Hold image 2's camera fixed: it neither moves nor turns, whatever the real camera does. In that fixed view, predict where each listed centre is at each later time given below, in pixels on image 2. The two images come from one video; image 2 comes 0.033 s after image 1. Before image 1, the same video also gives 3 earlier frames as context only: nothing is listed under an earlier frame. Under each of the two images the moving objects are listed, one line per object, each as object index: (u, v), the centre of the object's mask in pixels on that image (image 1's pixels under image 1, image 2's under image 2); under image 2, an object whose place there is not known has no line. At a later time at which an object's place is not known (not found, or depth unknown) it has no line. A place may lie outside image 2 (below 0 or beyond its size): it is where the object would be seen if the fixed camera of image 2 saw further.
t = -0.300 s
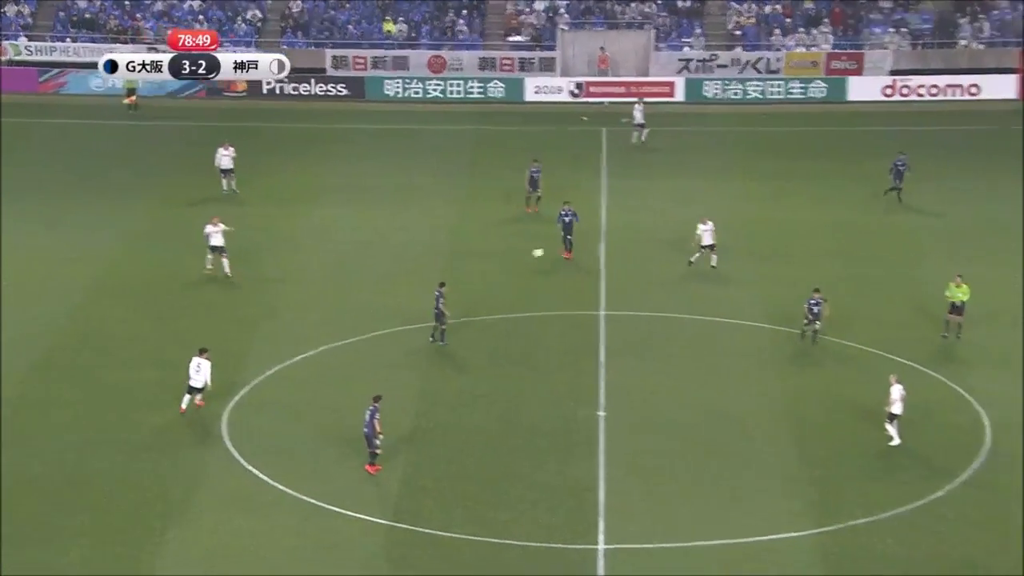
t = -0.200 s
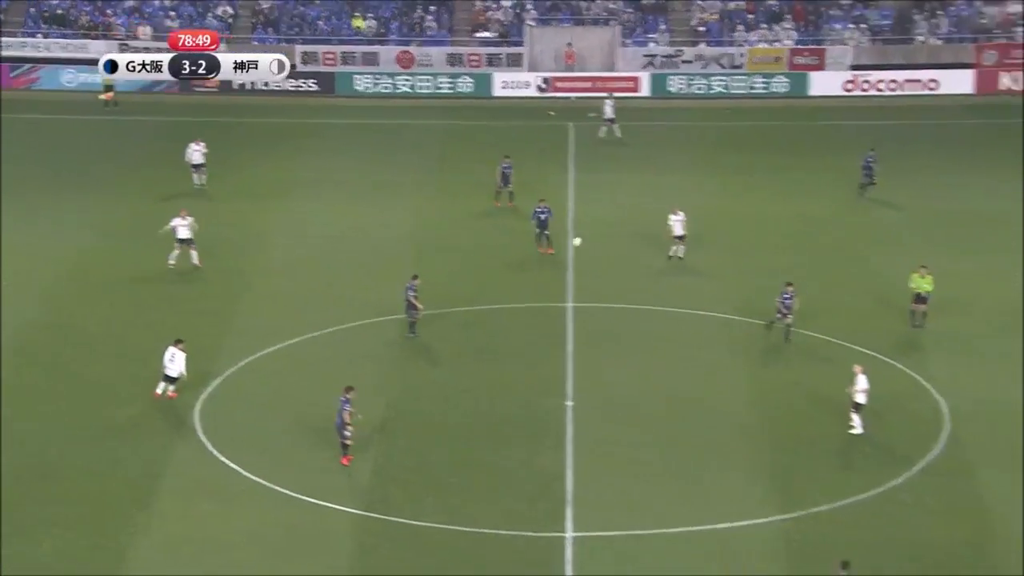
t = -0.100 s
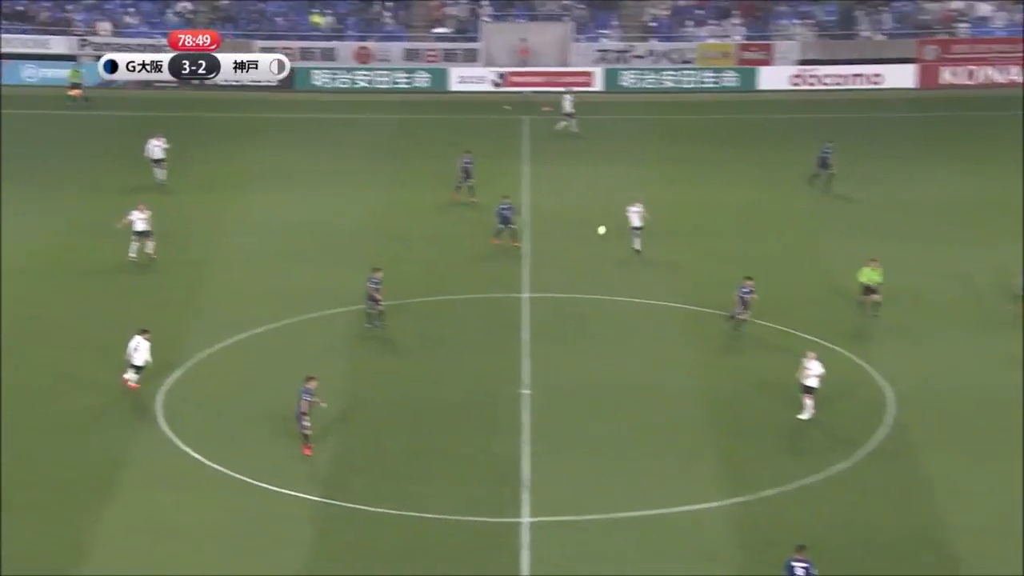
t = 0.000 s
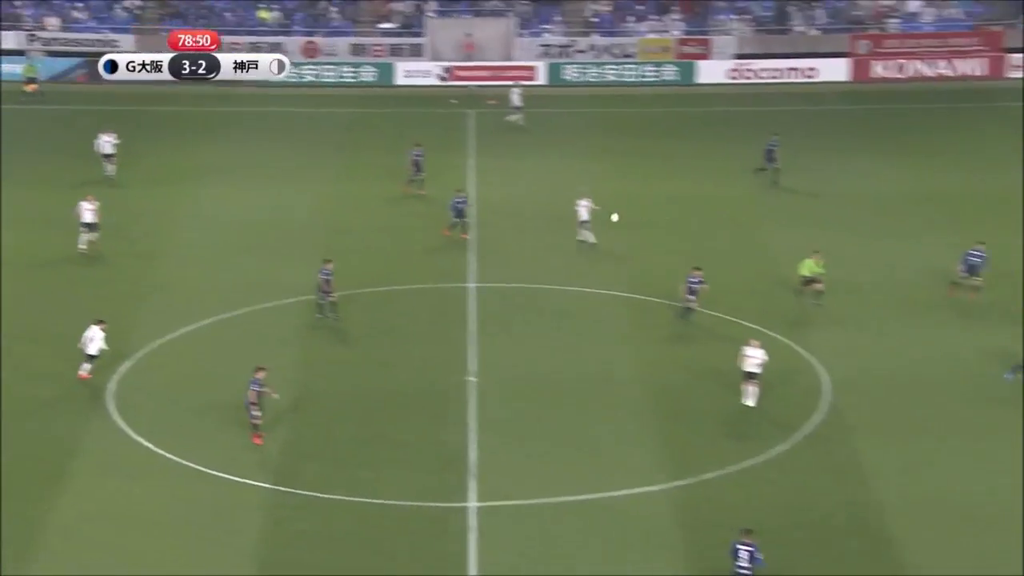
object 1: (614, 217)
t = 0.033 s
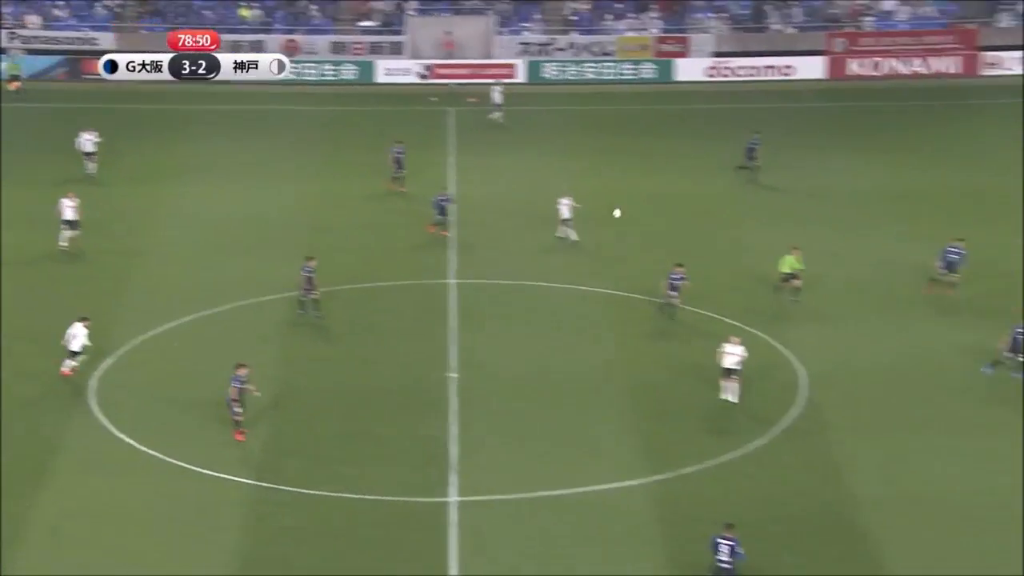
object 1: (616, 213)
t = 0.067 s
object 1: (638, 212)
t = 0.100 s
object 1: (659, 211)
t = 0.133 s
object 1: (681, 210)
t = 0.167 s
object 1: (703, 210)
